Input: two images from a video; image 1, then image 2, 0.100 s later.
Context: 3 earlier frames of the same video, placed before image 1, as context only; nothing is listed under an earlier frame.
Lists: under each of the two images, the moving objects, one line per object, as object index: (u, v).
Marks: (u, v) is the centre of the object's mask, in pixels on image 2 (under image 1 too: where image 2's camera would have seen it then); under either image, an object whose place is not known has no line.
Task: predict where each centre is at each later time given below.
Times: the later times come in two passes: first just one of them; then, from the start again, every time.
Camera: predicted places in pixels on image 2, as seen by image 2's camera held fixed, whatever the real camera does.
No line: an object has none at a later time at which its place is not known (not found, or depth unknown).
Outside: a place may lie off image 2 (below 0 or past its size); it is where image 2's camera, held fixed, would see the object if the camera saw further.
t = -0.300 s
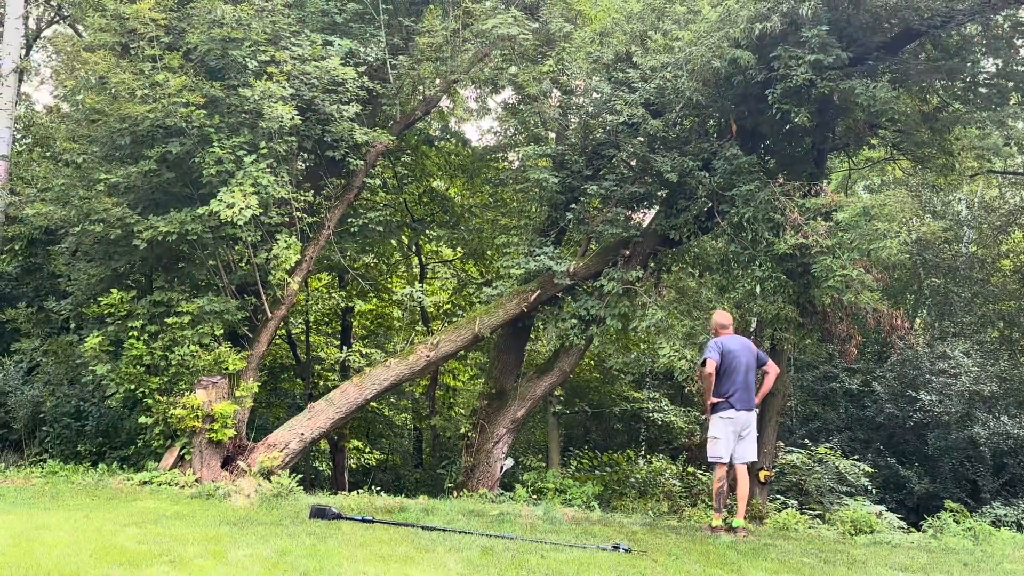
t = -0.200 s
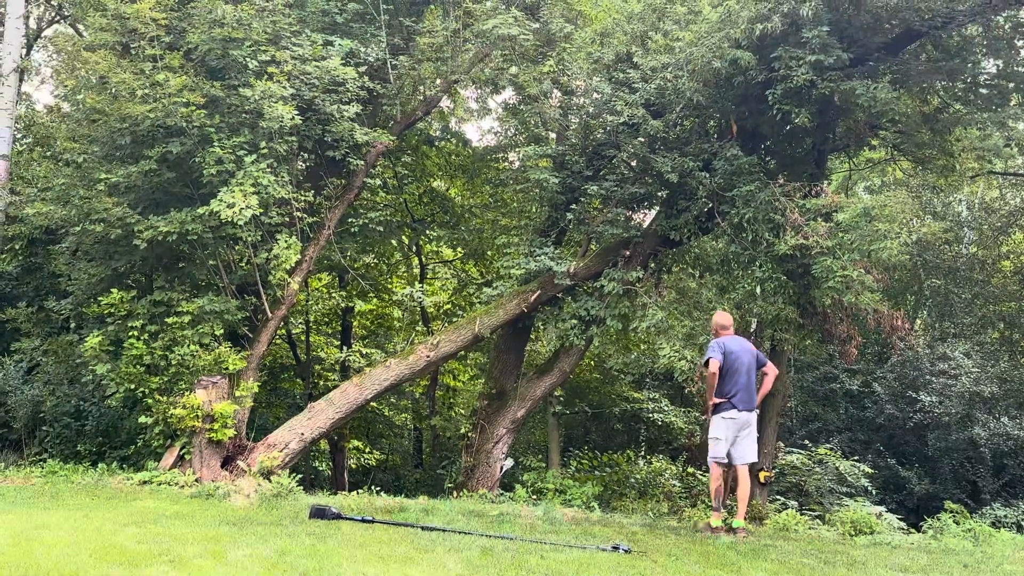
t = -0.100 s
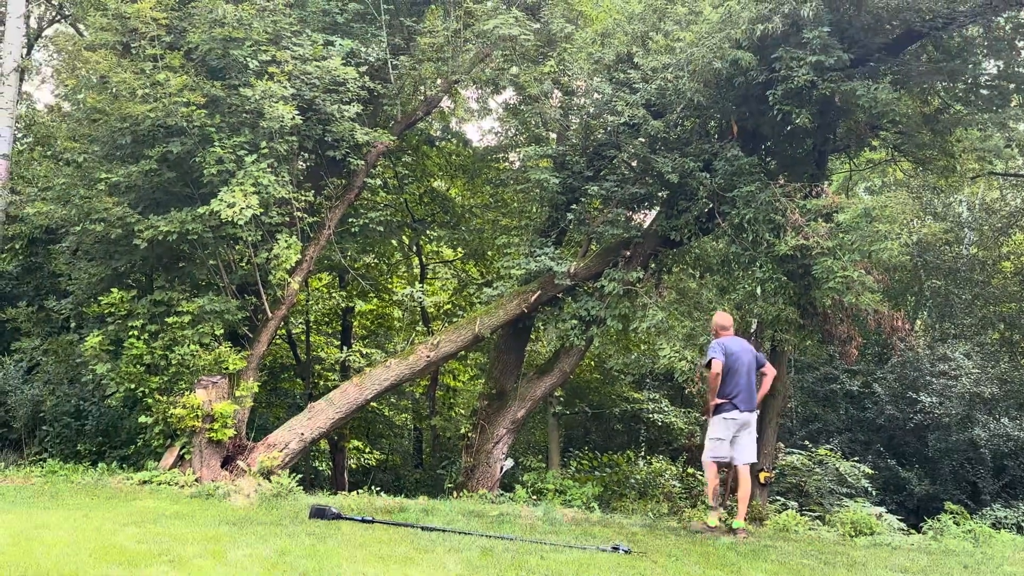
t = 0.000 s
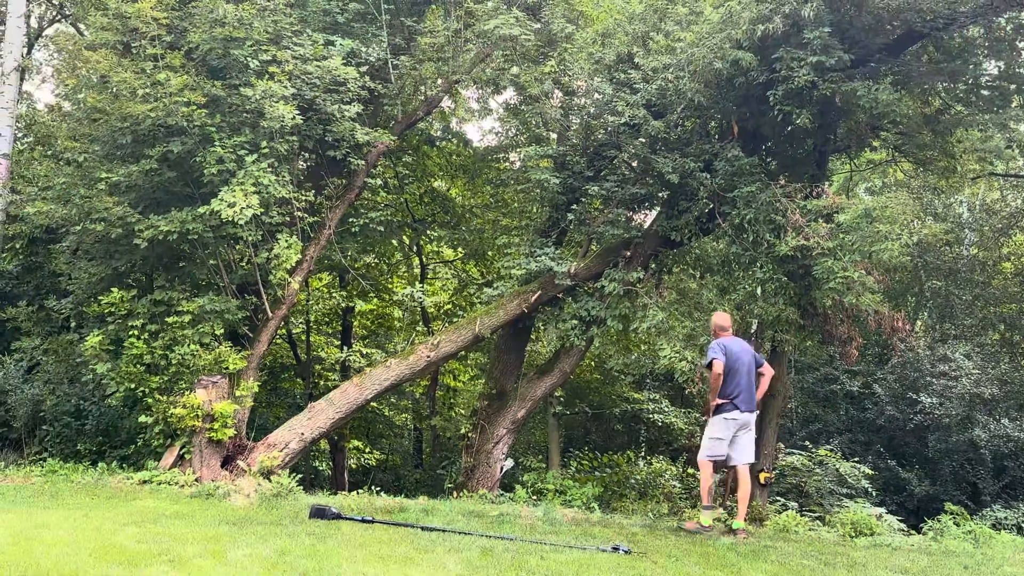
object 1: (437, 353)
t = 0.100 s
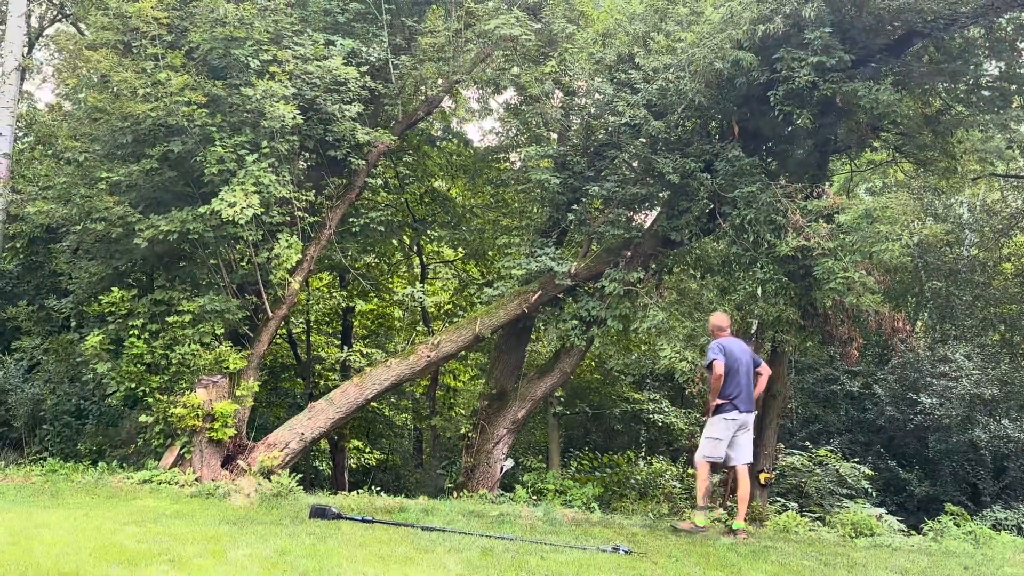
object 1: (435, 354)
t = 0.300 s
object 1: (425, 359)
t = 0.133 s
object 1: (435, 354)
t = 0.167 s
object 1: (434, 354)
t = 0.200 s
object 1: (431, 356)
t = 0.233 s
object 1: (432, 355)
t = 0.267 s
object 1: (431, 356)
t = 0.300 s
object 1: (425, 359)
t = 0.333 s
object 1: (412, 366)
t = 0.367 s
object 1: (412, 367)
